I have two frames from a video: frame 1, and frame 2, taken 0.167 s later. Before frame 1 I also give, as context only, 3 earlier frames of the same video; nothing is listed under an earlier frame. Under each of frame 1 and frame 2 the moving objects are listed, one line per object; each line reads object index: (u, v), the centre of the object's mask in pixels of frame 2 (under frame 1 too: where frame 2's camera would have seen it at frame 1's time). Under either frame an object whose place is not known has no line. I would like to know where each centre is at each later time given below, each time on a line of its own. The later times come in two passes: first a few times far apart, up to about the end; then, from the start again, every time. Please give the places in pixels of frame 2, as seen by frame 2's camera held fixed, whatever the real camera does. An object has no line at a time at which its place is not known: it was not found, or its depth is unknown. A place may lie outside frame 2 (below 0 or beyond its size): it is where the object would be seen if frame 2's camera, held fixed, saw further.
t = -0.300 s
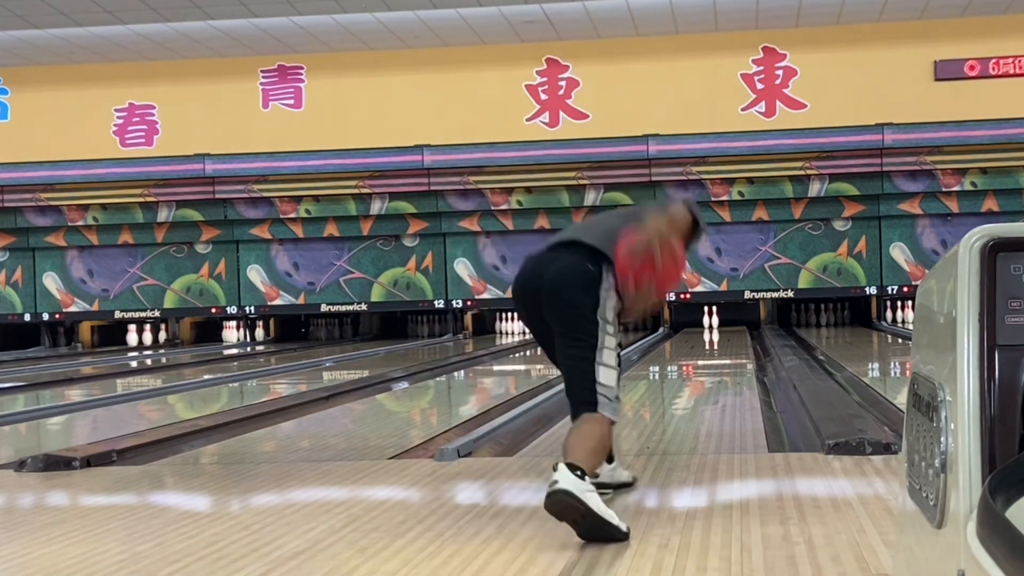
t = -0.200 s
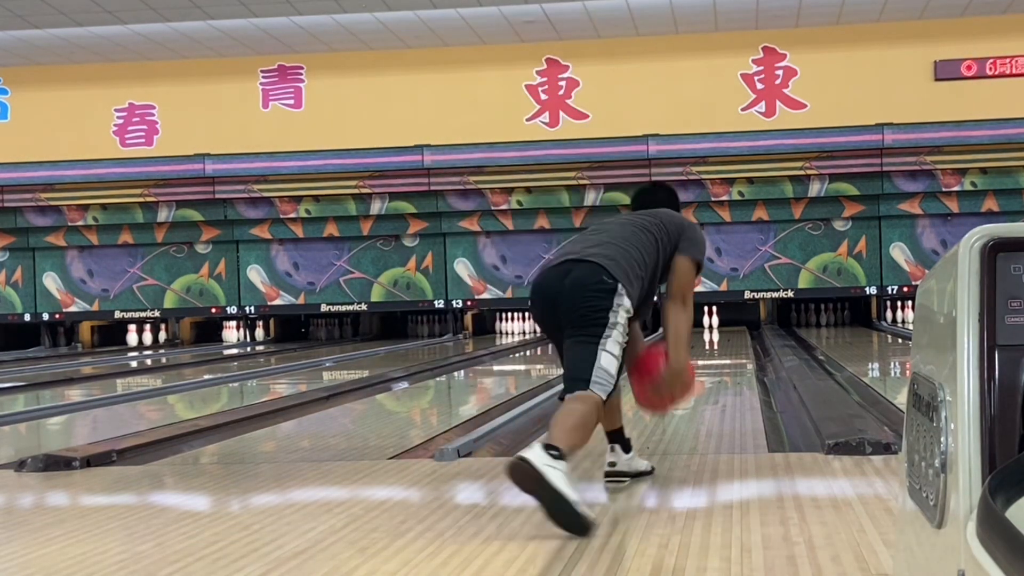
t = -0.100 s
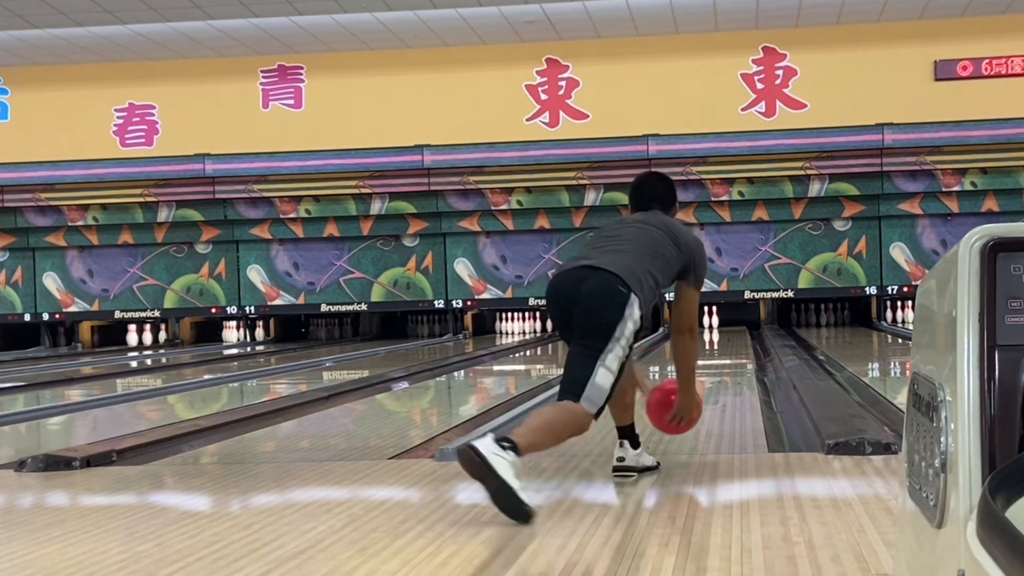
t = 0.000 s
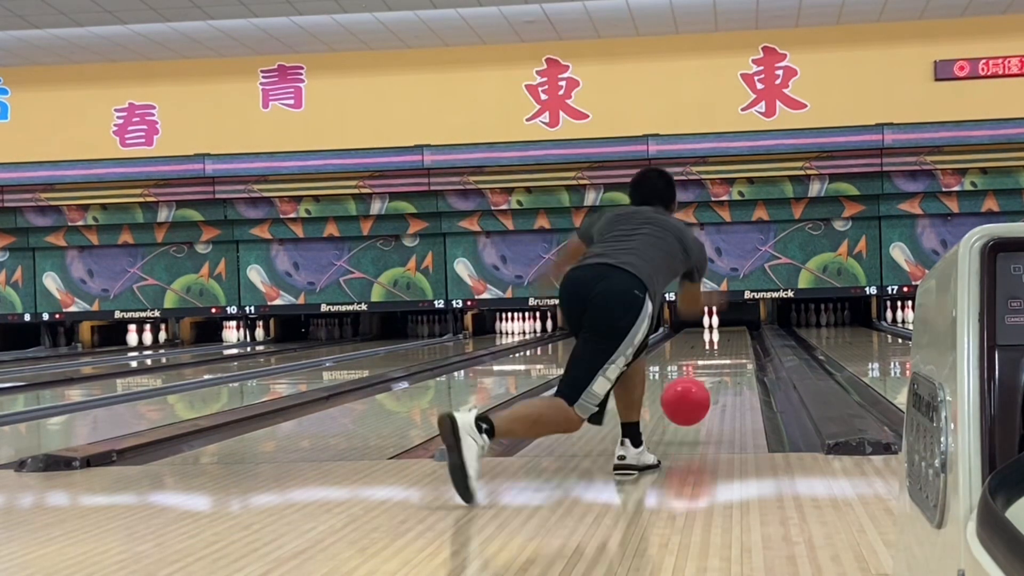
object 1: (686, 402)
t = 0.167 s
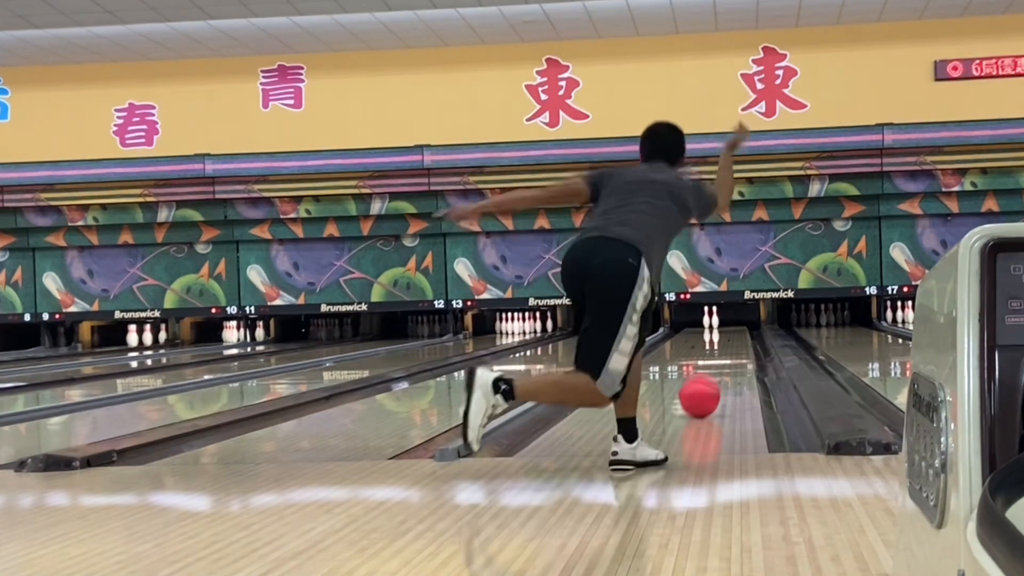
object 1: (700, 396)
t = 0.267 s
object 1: (705, 386)
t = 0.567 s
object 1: (717, 365)
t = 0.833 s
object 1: (722, 353)
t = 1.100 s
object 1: (725, 344)
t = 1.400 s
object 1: (725, 337)
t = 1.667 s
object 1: (724, 332)
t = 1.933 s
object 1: (720, 328)
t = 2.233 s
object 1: (715, 325)
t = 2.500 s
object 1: (709, 323)
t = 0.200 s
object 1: (702, 393)
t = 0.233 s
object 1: (703, 390)
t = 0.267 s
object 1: (705, 386)
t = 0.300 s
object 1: (707, 383)
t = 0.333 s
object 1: (708, 381)
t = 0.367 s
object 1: (710, 378)
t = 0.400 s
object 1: (711, 376)
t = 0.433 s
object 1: (712, 373)
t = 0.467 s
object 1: (714, 371)
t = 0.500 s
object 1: (714, 369)
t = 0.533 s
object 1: (715, 367)
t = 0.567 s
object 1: (717, 365)
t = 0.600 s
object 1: (718, 363)
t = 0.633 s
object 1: (718, 362)
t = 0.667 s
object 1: (719, 360)
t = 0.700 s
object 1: (720, 358)
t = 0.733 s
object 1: (720, 357)
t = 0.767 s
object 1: (721, 355)
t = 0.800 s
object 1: (722, 354)
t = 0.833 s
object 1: (722, 353)
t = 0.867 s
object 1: (723, 351)
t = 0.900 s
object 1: (723, 350)
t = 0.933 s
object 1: (723, 349)
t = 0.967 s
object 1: (724, 348)
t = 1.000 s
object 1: (724, 347)
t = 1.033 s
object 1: (725, 346)
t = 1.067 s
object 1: (725, 345)
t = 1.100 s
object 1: (725, 344)
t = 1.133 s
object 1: (725, 343)
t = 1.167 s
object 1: (726, 343)
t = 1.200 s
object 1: (726, 342)
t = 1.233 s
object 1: (726, 341)
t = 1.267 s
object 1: (726, 340)
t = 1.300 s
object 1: (726, 339)
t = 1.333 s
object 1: (725, 339)
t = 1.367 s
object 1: (725, 338)
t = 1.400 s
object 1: (725, 337)
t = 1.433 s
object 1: (725, 337)
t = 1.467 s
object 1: (725, 336)
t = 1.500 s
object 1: (725, 335)
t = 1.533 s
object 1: (725, 335)
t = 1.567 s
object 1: (725, 334)
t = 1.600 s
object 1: (725, 333)
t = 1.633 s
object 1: (724, 333)
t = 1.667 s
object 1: (724, 332)
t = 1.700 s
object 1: (724, 332)
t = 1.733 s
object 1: (723, 331)
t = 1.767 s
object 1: (723, 331)
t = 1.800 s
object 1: (722, 330)
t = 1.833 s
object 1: (722, 330)
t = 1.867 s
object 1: (722, 329)
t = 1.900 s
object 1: (721, 329)
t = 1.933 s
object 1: (720, 328)
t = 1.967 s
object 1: (720, 328)
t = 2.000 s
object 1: (719, 328)
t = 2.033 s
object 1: (719, 327)
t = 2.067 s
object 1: (718, 327)
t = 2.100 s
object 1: (718, 327)
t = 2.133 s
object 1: (717, 326)
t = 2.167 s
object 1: (716, 326)
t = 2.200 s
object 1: (715, 326)
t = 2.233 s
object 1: (715, 325)
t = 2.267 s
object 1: (714, 325)
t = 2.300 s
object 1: (713, 325)
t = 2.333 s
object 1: (713, 324)
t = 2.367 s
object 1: (712, 324)
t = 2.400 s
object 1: (711, 324)
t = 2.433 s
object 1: (710, 323)
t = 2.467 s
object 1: (710, 323)
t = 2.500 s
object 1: (709, 323)
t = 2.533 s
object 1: (706, 322)
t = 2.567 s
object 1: (704, 322)
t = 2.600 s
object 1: (702, 323)
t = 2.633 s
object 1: (700, 322)
